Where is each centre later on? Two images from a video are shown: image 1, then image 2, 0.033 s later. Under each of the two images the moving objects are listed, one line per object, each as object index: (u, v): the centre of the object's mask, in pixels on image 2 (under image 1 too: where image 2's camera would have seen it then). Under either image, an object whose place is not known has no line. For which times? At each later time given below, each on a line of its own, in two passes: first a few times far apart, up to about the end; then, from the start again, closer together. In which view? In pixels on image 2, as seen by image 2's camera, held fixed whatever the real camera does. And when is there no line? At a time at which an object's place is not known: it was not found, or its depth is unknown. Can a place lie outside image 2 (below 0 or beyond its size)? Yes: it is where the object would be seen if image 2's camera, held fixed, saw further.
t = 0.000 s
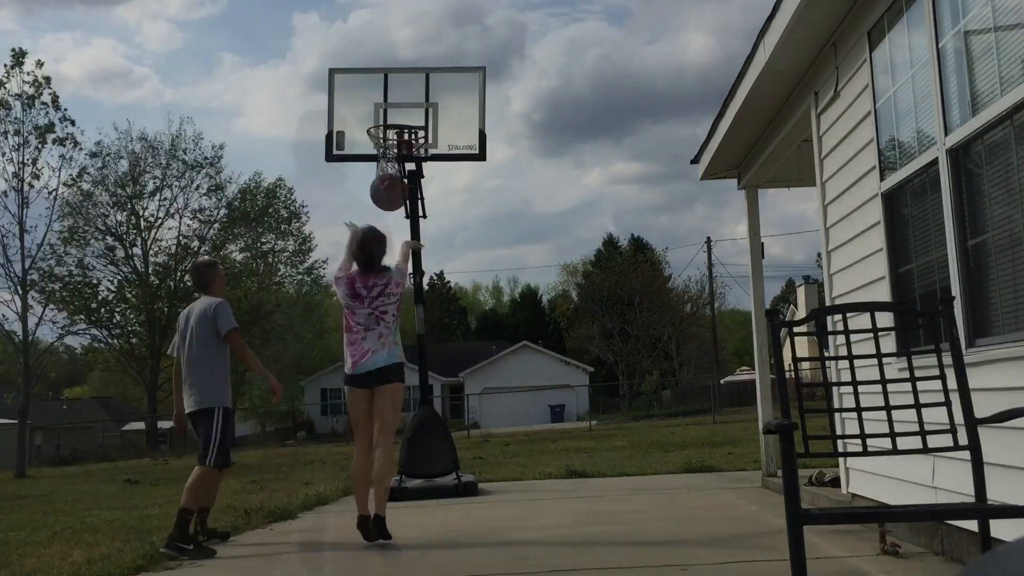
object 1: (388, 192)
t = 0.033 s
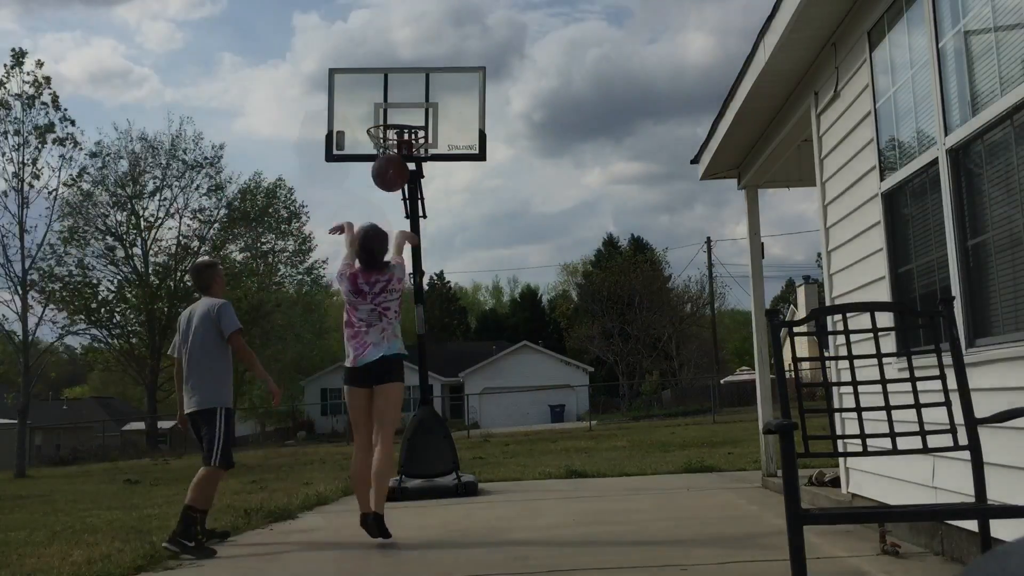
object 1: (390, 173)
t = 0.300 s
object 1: (399, 95)
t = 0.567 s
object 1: (407, 113)
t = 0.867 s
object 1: (396, 179)
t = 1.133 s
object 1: (380, 312)
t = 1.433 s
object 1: (339, 478)
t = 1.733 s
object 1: (206, 496)
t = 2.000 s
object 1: (105, 506)
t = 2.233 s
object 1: (23, 513)
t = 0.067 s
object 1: (393, 156)
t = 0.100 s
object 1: (393, 143)
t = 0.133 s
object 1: (394, 130)
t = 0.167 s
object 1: (395, 120)
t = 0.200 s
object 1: (396, 111)
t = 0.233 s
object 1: (397, 103)
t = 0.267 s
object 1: (398, 98)
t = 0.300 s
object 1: (399, 95)
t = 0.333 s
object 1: (400, 92)
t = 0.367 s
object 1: (401, 92)
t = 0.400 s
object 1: (402, 92)
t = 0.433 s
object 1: (403, 94)
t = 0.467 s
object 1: (404, 97)
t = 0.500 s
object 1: (405, 102)
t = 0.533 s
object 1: (406, 107)
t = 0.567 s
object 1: (407, 113)
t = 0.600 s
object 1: (406, 115)
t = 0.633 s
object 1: (404, 119)
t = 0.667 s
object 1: (401, 123)
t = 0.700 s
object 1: (400, 131)
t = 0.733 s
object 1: (402, 136)
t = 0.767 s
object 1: (401, 144)
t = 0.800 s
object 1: (402, 151)
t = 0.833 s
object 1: (401, 164)
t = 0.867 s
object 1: (396, 179)
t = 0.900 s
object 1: (390, 194)
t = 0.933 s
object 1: (388, 204)
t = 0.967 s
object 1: (386, 219)
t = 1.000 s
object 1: (385, 236)
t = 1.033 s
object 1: (383, 253)
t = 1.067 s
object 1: (382, 272)
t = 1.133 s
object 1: (380, 312)
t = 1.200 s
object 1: (379, 357)
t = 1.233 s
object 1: (377, 381)
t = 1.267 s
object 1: (377, 406)
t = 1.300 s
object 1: (376, 432)
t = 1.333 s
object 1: (376, 459)
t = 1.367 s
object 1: (372, 477)
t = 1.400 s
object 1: (355, 477)
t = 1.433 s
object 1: (339, 478)
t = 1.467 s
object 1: (328, 479)
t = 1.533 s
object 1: (288, 488)
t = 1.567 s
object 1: (275, 493)
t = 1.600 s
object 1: (259, 497)
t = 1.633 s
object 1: (245, 499)
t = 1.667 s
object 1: (232, 498)
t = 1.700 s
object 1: (219, 496)
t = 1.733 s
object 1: (206, 496)
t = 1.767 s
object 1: (193, 496)
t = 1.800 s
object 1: (180, 499)
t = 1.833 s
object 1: (167, 502)
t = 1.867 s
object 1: (154, 505)
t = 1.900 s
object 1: (141, 506)
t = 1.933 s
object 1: (129, 506)
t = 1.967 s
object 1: (116, 505)
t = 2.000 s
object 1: (105, 506)
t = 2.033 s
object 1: (93, 507)
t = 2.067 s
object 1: (81, 509)
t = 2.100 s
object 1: (69, 510)
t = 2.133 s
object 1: (57, 510)
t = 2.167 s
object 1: (46, 510)
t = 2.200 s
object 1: (34, 511)
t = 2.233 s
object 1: (23, 513)
